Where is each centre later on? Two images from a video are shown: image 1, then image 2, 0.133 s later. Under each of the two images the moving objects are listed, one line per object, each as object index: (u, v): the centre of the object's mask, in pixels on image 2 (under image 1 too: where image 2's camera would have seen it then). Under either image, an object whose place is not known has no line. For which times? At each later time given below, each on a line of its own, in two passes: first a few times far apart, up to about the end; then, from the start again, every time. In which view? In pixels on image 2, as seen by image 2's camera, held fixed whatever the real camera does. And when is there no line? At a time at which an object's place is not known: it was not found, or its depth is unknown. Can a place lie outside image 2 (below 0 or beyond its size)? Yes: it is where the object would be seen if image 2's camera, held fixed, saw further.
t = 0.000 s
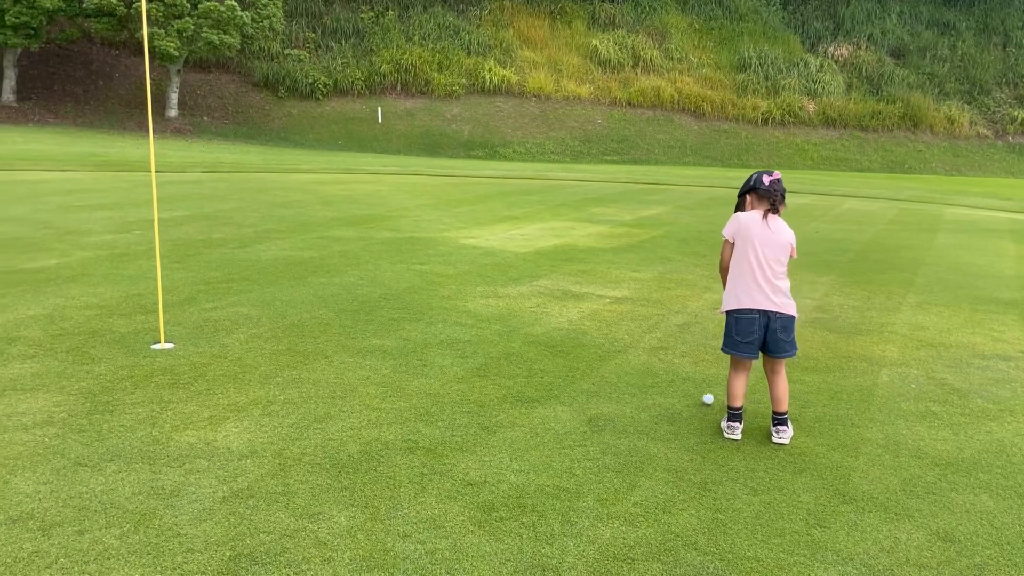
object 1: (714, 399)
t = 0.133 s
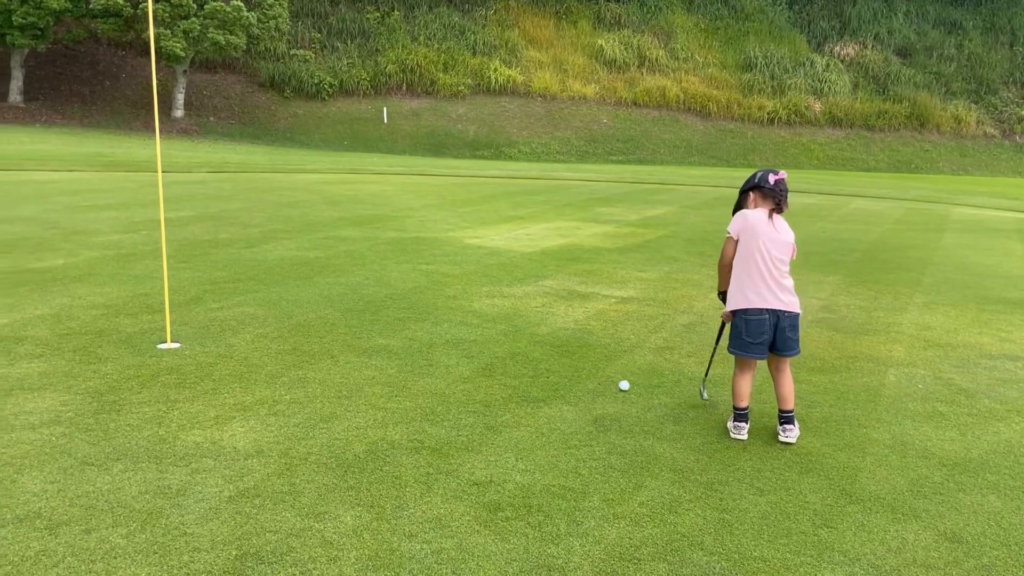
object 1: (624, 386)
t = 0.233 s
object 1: (571, 377)
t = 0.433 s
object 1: (485, 365)
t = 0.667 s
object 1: (403, 352)
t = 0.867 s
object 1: (345, 344)
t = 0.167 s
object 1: (605, 383)
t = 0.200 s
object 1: (588, 380)
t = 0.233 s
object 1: (571, 377)
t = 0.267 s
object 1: (556, 375)
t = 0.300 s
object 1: (541, 372)
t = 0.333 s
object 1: (526, 370)
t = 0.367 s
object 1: (512, 368)
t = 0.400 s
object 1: (499, 366)
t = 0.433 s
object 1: (485, 365)
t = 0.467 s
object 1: (473, 362)
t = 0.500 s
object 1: (460, 360)
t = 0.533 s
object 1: (448, 359)
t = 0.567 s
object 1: (437, 357)
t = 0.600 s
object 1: (425, 355)
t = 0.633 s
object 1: (414, 353)
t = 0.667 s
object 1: (403, 352)
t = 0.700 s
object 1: (393, 350)
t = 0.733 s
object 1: (383, 349)
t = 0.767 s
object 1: (373, 348)
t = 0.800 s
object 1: (363, 346)
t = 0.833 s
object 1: (354, 345)
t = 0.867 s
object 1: (345, 344)
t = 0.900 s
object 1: (337, 342)
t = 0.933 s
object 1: (328, 342)
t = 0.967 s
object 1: (320, 341)
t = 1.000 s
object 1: (311, 340)
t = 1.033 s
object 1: (303, 339)
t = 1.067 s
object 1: (296, 339)
